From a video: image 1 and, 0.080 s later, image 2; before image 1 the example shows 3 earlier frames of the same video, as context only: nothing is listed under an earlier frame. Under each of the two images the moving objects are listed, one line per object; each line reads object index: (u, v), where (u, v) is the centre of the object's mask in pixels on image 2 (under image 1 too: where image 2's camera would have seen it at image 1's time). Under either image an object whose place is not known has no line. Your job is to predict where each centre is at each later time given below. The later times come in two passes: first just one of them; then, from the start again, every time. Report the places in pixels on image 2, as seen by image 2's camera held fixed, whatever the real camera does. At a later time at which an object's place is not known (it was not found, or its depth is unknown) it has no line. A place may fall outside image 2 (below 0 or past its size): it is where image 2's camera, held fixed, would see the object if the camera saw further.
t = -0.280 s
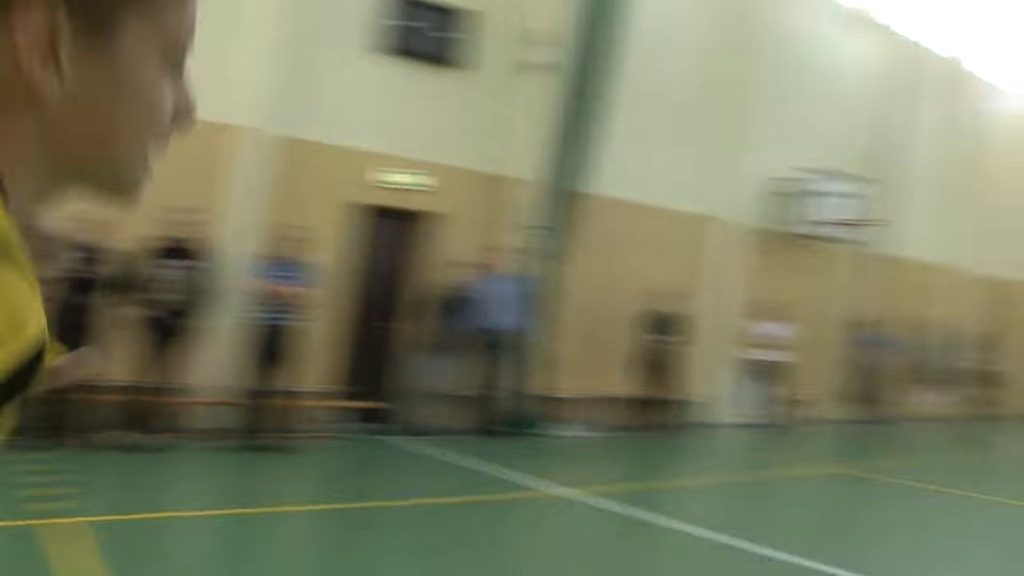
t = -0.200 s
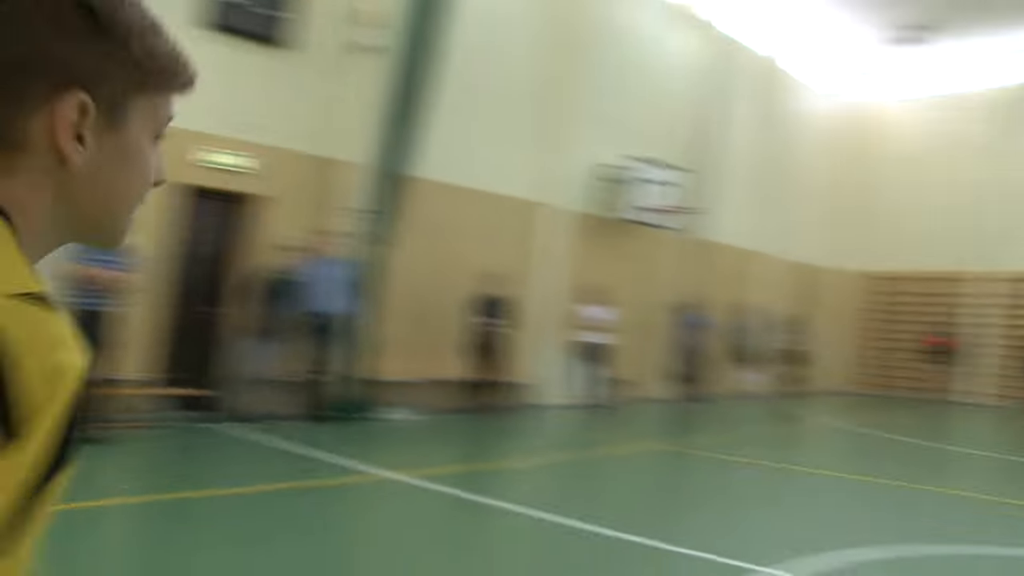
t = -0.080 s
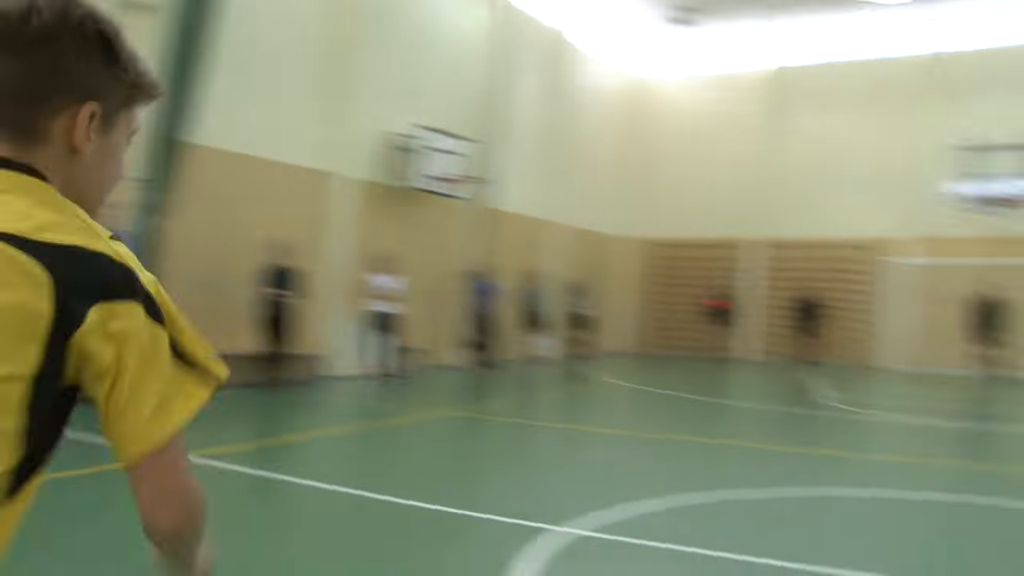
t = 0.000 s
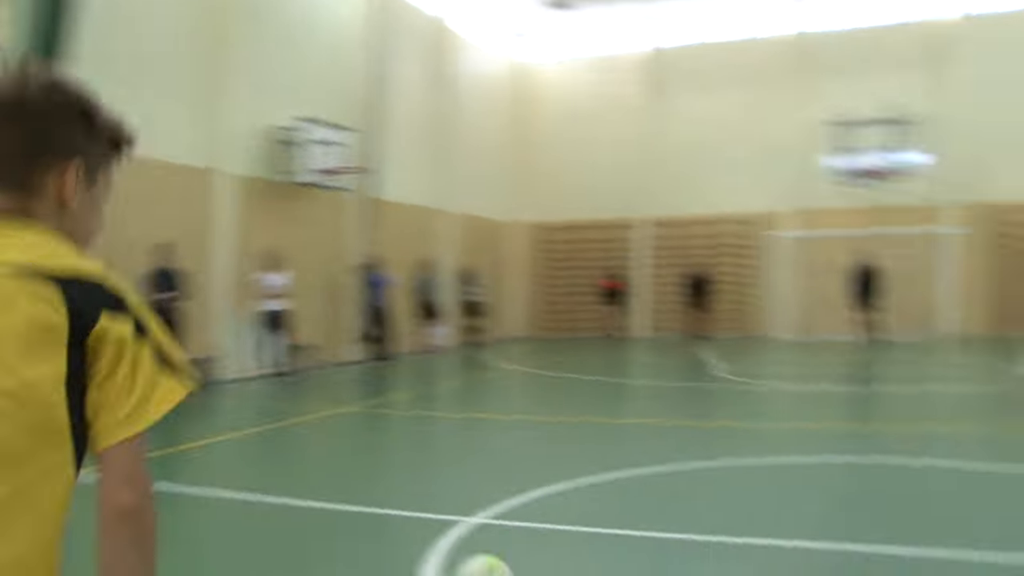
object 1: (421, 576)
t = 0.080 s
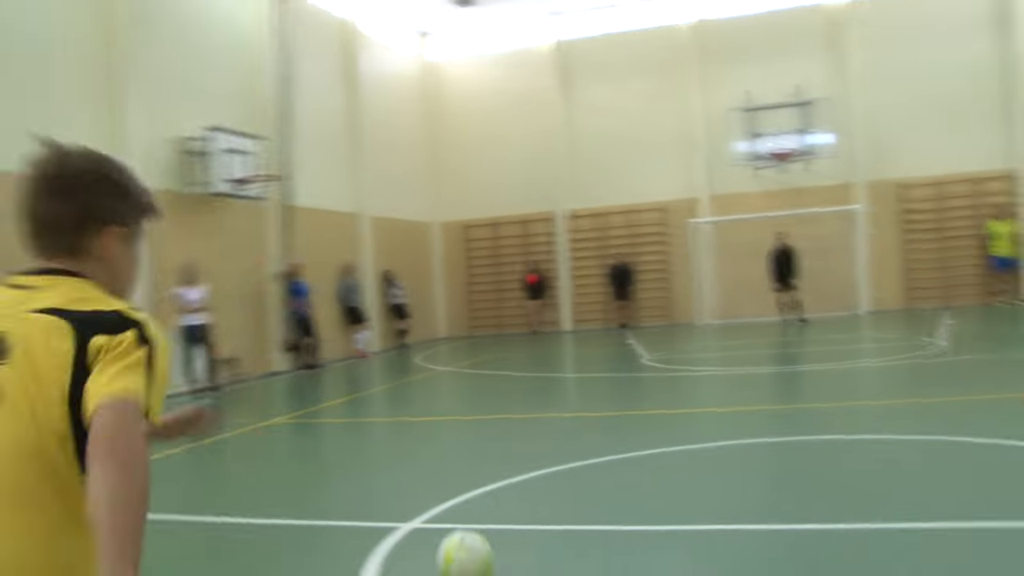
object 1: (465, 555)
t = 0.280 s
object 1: (531, 501)
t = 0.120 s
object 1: (484, 544)
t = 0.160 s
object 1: (499, 529)
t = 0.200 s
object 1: (512, 519)
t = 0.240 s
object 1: (523, 508)
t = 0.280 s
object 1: (531, 501)
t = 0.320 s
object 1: (539, 491)
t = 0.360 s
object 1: (551, 484)
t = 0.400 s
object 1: (562, 475)
